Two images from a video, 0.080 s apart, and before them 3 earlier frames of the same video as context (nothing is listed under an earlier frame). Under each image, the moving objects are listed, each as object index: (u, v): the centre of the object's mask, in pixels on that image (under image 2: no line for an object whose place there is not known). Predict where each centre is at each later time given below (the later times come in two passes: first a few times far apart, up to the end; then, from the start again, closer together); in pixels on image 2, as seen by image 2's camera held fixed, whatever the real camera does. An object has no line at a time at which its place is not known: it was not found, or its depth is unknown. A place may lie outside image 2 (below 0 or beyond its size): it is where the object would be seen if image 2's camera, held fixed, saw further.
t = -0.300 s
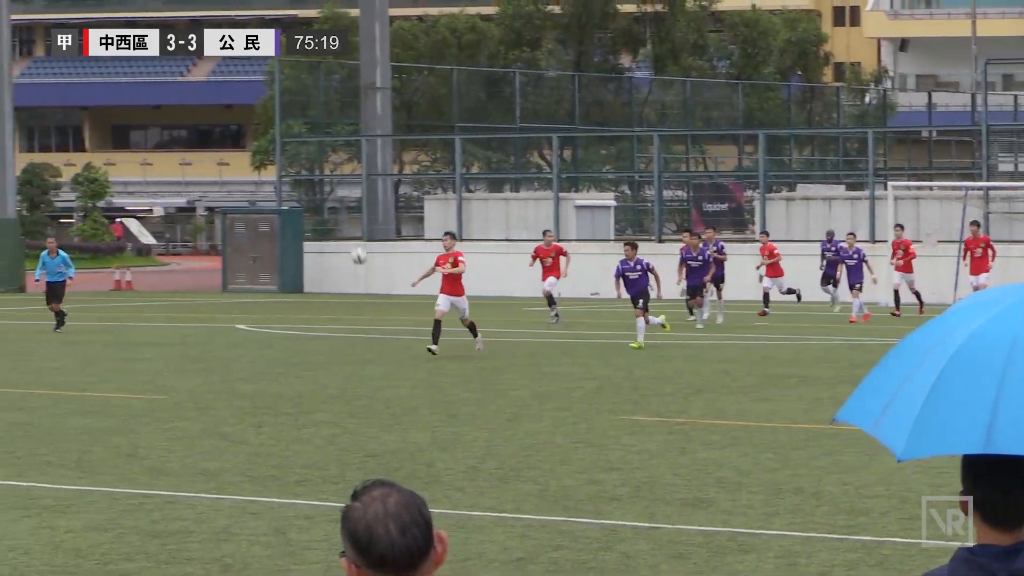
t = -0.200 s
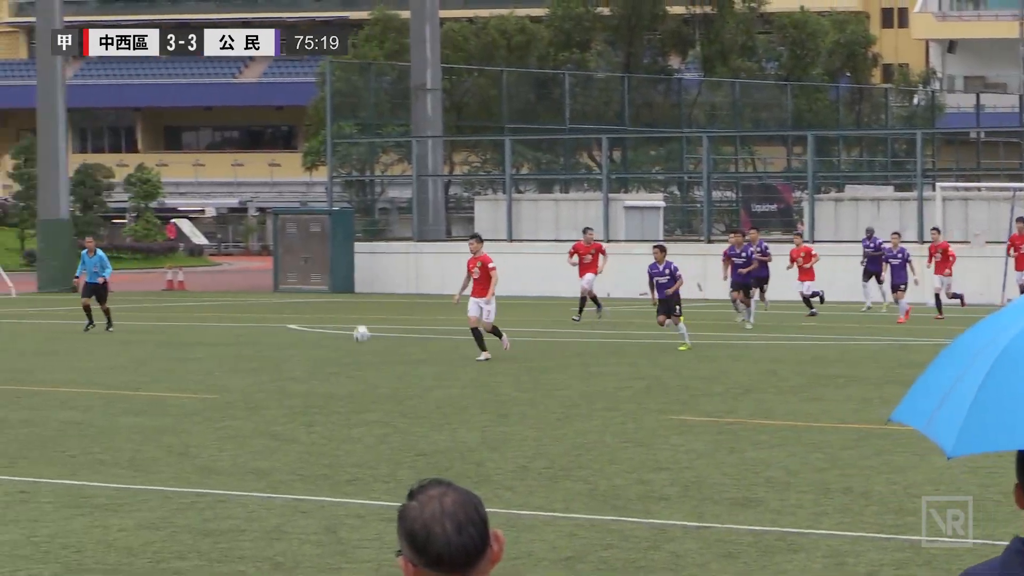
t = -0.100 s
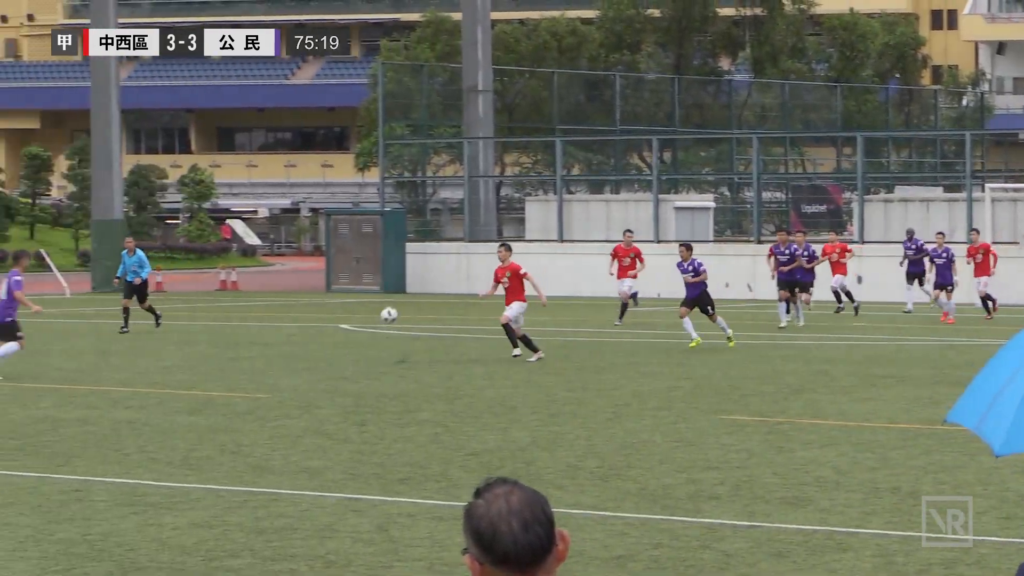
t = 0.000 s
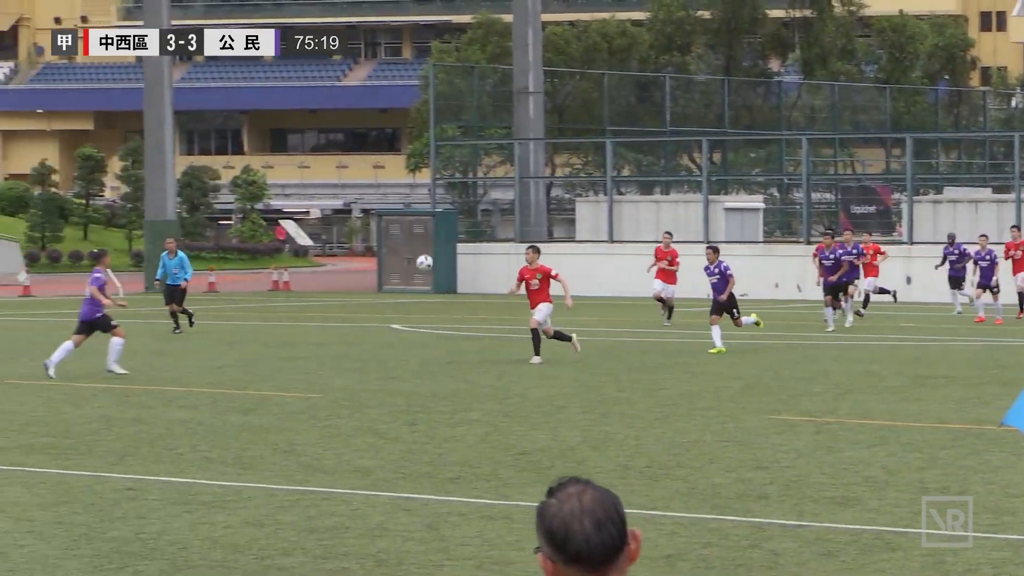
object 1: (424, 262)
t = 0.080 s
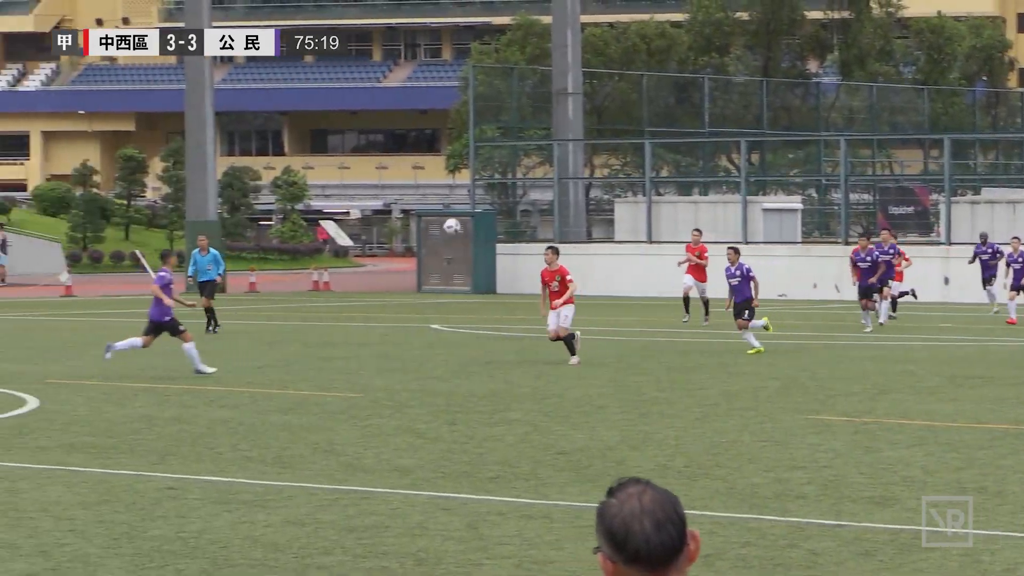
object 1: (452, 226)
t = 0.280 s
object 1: (420, 156)
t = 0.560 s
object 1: (376, 108)
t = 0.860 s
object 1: (330, 126)
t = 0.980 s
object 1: (312, 154)
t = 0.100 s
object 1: (449, 218)
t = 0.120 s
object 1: (445, 210)
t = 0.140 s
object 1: (442, 202)
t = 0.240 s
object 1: (426, 168)
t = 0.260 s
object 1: (423, 162)
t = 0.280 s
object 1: (420, 156)
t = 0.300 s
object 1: (417, 151)
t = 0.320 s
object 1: (414, 145)
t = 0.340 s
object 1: (411, 141)
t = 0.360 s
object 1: (408, 137)
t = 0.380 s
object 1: (404, 132)
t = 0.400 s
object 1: (401, 129)
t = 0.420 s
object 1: (398, 125)
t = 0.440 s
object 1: (395, 122)
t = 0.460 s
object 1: (392, 119)
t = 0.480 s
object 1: (389, 116)
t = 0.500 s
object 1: (386, 113)
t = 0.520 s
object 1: (383, 111)
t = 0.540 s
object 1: (380, 110)
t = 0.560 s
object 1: (376, 108)
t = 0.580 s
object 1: (373, 107)
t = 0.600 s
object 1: (370, 106)
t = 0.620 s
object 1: (367, 106)
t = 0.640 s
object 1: (364, 106)
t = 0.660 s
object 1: (361, 106)
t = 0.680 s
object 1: (357, 106)
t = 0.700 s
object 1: (354, 107)
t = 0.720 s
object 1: (352, 108)
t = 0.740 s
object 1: (348, 110)
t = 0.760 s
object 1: (345, 111)
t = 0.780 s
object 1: (342, 114)
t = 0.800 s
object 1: (339, 116)
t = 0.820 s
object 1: (336, 119)
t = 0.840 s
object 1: (333, 122)
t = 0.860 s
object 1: (330, 126)
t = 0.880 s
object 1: (327, 130)
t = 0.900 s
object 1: (324, 134)
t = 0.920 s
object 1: (320, 138)
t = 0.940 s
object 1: (318, 143)
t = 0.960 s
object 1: (315, 148)
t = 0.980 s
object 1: (312, 154)
